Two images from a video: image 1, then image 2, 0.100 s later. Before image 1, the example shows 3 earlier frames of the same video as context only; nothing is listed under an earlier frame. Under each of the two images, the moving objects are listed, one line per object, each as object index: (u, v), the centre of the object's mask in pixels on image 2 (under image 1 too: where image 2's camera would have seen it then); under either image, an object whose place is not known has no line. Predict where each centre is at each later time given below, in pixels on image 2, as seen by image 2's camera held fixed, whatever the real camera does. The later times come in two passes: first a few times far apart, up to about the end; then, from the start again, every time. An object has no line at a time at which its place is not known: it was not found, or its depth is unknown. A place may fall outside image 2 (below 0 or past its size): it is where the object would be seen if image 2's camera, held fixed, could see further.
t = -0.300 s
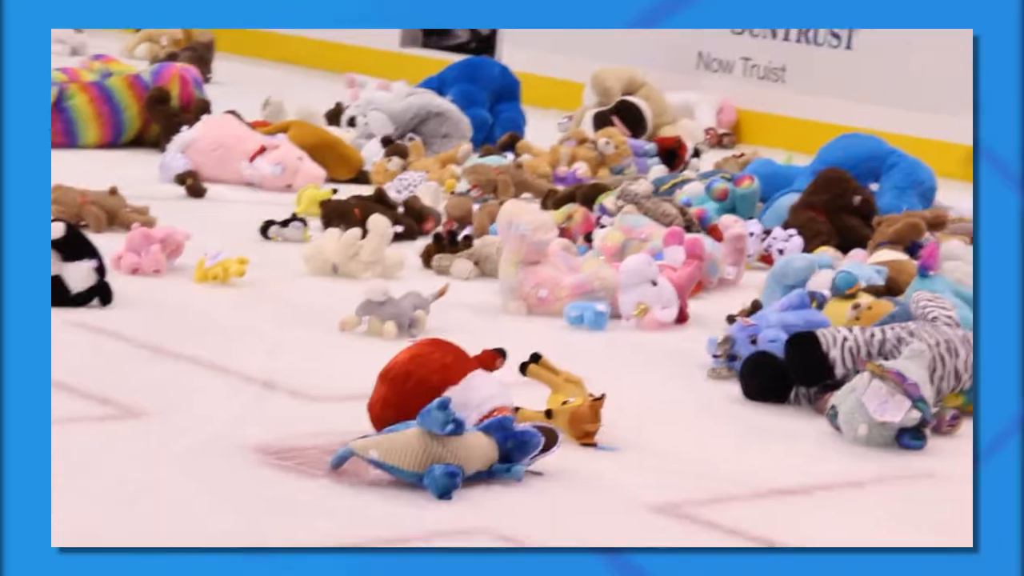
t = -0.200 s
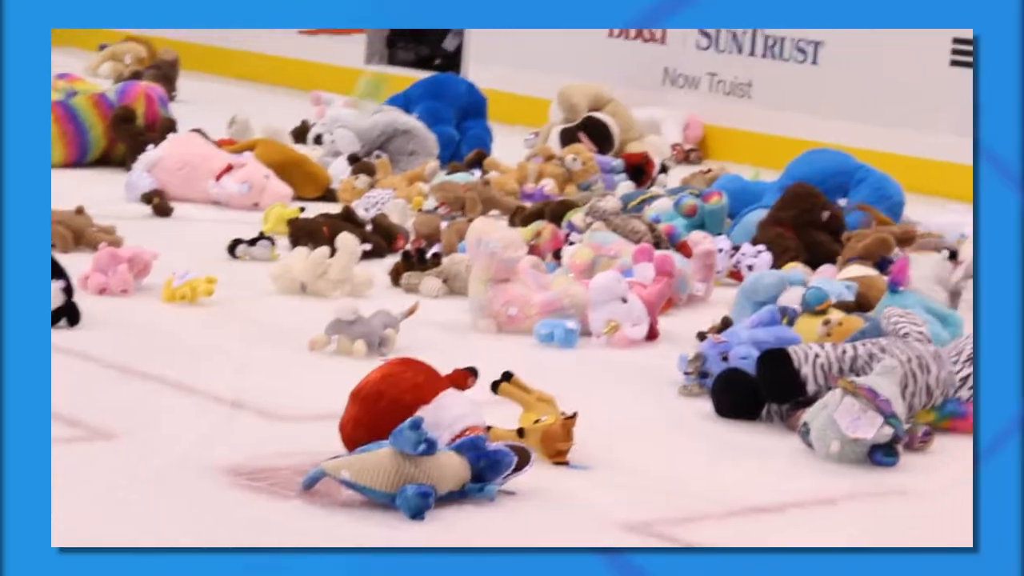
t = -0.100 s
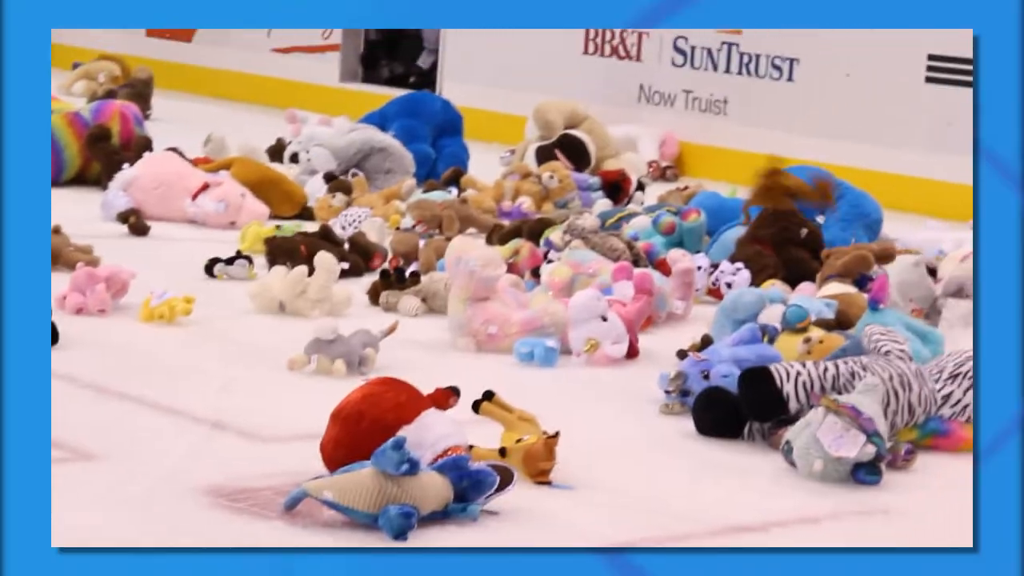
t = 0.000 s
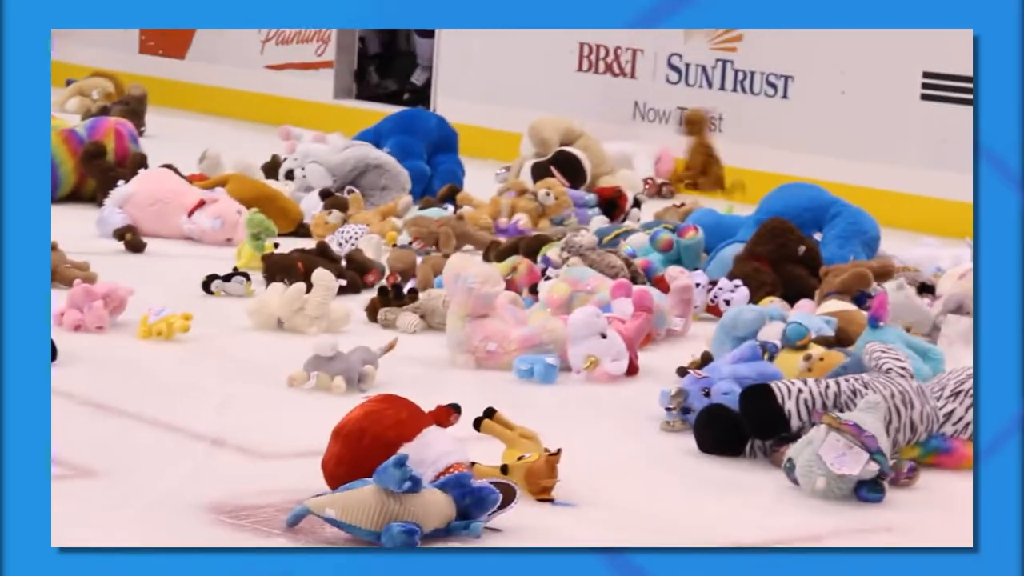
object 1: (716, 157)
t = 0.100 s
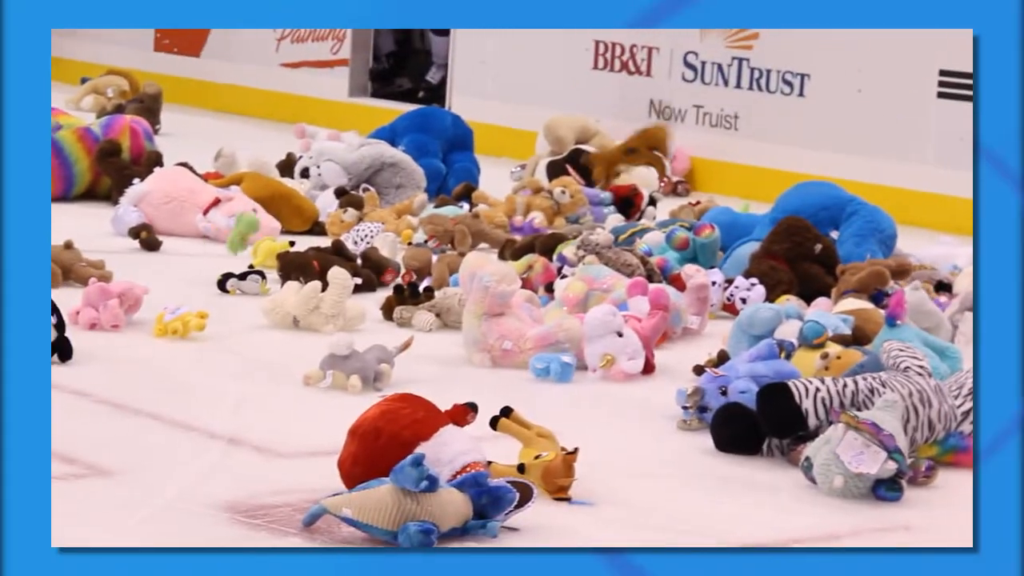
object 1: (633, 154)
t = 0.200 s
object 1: (572, 174)
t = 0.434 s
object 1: (379, 279)
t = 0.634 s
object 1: (335, 233)
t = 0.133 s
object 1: (613, 156)
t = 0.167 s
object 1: (593, 167)
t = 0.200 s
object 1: (572, 174)
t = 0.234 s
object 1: (549, 181)
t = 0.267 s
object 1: (525, 196)
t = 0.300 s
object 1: (496, 208)
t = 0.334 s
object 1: (468, 218)
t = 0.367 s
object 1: (438, 248)
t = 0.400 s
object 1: (401, 265)
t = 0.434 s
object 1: (379, 279)
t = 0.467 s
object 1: (381, 268)
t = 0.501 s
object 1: (374, 257)
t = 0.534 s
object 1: (363, 247)
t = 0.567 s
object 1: (351, 237)
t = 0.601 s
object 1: (343, 234)
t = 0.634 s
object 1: (335, 233)
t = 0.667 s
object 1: (327, 233)
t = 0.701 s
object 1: (319, 237)
